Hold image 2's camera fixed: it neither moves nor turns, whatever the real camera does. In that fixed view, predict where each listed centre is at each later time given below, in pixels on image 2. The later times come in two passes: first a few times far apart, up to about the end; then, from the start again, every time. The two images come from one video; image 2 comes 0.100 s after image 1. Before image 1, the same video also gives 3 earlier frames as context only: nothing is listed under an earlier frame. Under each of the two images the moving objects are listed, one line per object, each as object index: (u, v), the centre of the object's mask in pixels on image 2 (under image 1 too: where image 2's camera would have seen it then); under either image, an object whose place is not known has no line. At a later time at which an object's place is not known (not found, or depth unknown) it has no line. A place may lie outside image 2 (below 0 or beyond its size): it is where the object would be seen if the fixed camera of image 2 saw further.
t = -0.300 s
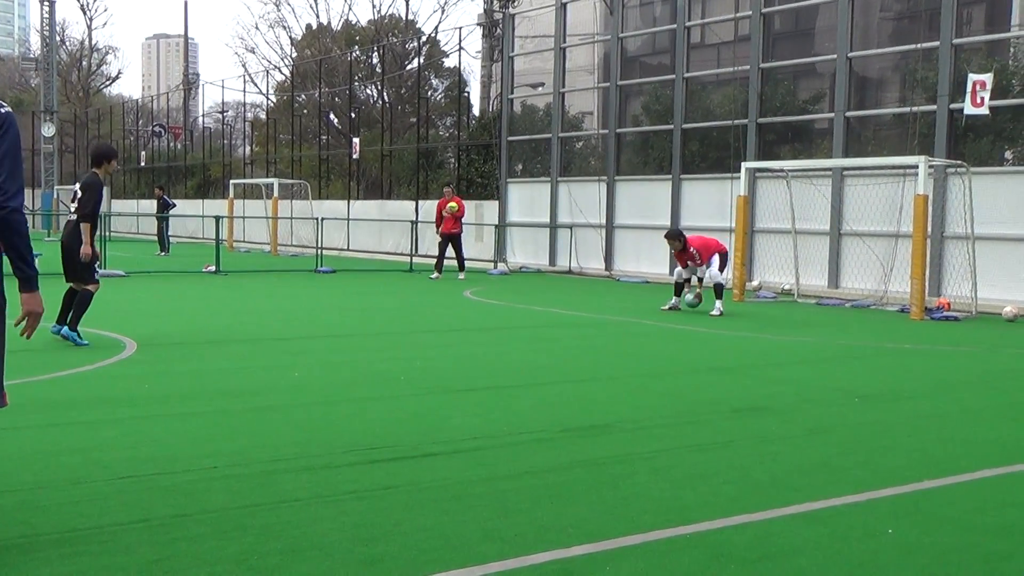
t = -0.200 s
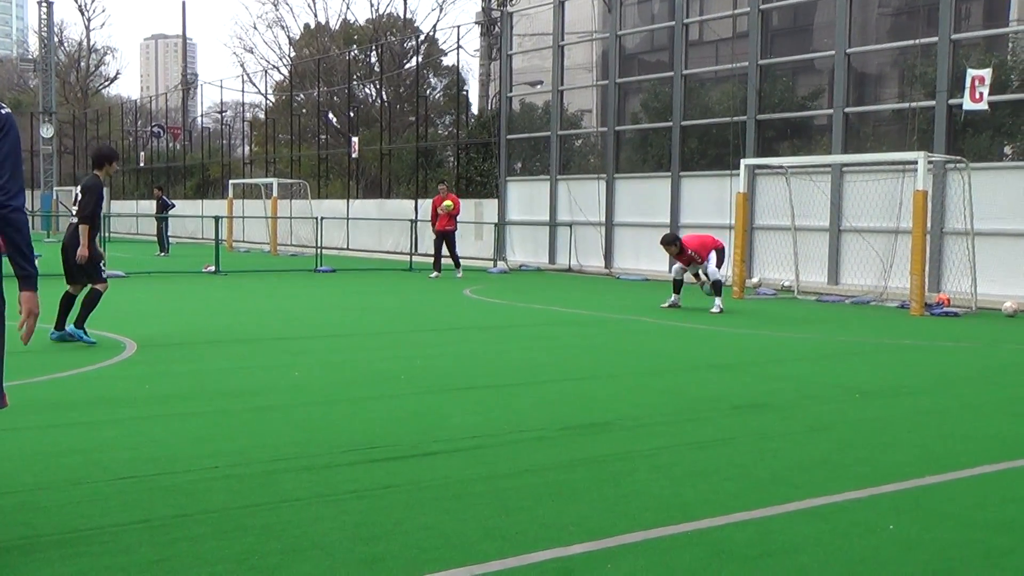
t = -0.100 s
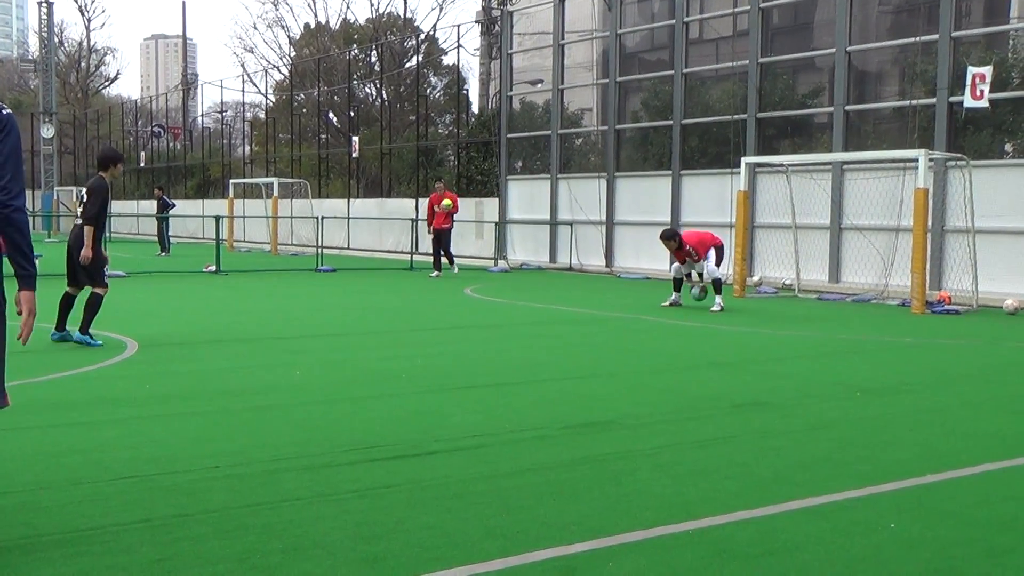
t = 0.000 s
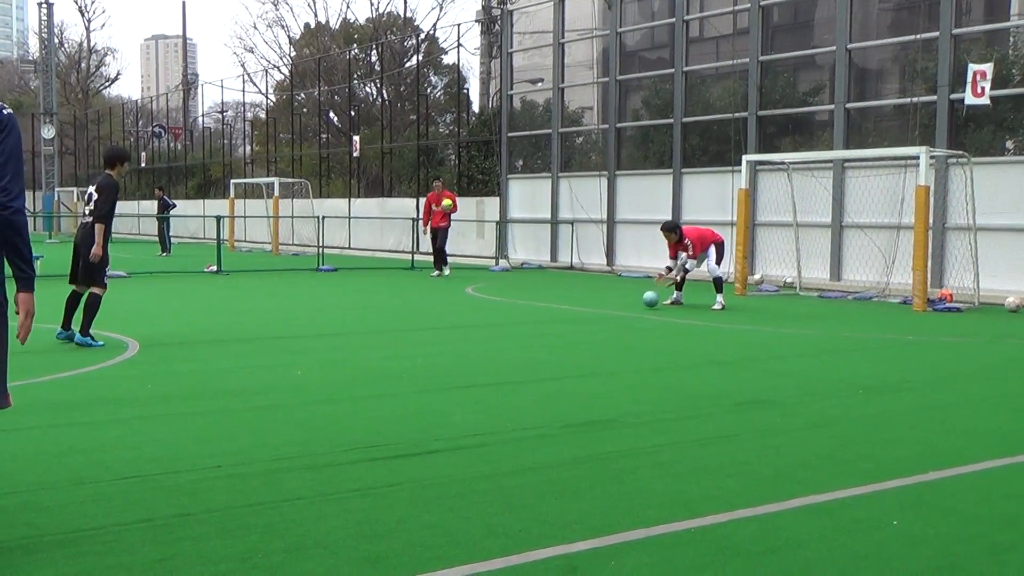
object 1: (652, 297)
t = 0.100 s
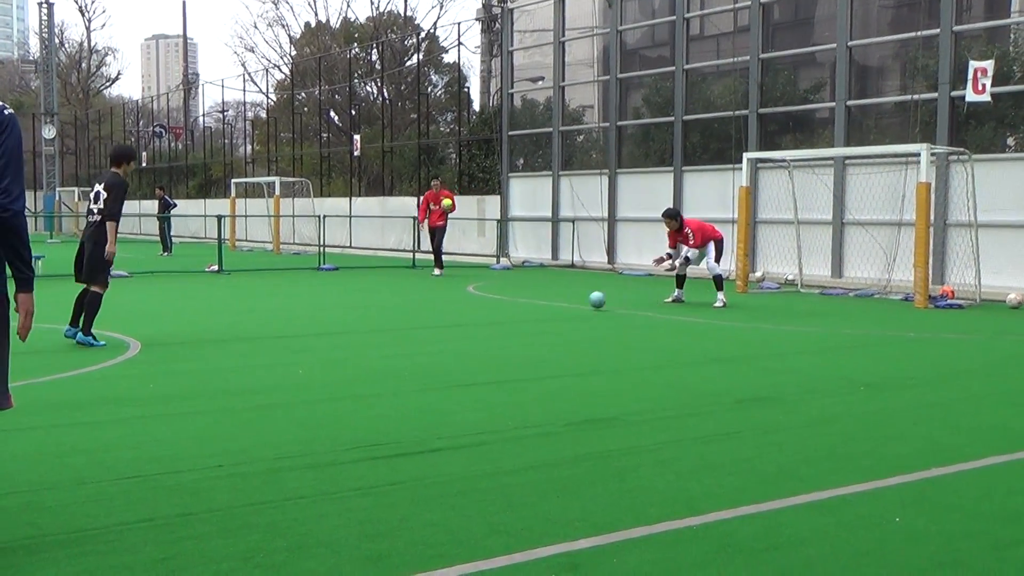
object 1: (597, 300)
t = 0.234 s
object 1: (524, 305)
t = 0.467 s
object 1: (404, 311)
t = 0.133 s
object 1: (579, 301)
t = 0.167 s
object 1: (561, 302)
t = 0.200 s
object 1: (543, 304)
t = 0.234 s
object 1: (524, 305)
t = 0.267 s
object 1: (507, 306)
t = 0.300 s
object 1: (489, 307)
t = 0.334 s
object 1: (472, 308)
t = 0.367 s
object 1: (454, 309)
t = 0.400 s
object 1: (437, 309)
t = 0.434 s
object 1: (420, 310)
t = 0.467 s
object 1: (404, 311)
